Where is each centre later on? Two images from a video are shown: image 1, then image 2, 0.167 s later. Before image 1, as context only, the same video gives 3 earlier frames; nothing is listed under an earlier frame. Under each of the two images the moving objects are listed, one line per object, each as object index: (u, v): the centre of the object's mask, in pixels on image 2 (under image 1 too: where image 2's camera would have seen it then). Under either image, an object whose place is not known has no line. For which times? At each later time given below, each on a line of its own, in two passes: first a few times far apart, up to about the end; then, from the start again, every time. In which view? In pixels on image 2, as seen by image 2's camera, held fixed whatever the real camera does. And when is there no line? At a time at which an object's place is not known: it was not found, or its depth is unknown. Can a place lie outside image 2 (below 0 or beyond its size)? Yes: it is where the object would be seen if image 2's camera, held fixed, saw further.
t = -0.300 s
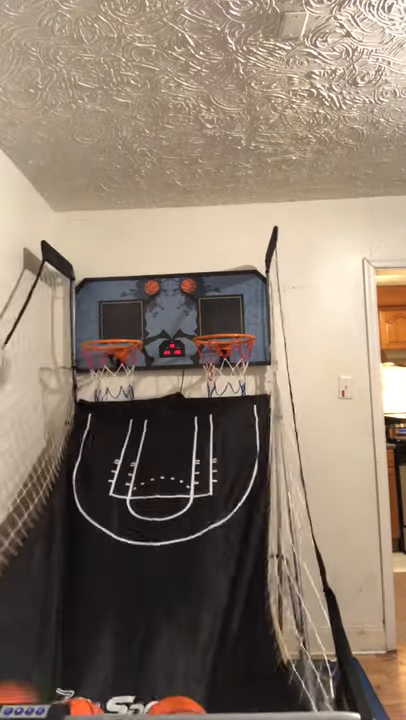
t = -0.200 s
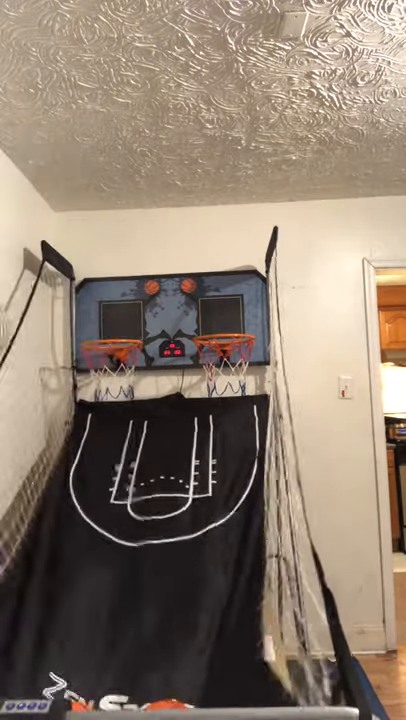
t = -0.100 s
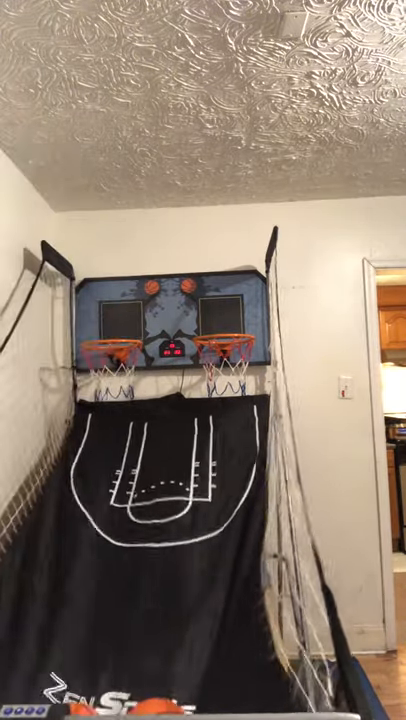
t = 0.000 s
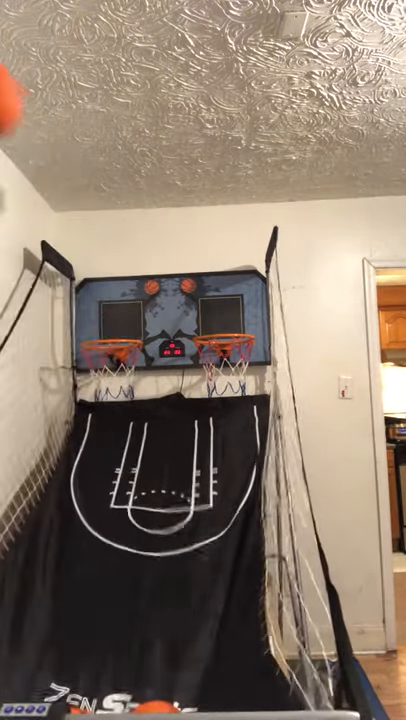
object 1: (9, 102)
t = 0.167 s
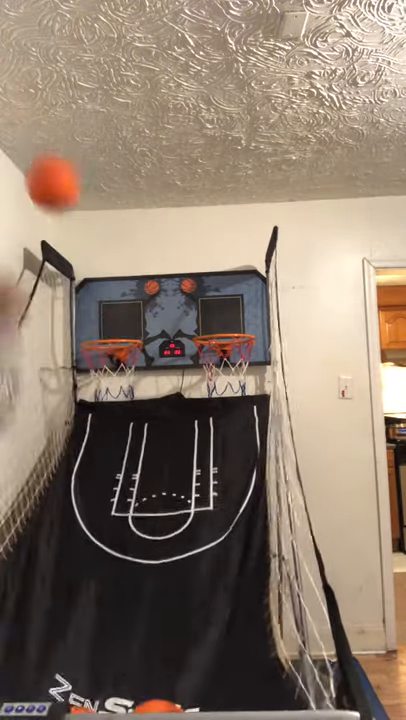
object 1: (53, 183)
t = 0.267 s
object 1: (77, 242)
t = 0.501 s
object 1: (117, 333)
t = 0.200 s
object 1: (61, 202)
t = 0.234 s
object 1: (69, 221)
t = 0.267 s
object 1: (77, 242)
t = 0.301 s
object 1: (84, 264)
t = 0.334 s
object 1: (90, 285)
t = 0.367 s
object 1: (97, 309)
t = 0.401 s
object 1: (102, 329)
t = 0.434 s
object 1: (105, 330)
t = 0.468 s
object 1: (109, 339)
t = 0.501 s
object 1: (117, 333)
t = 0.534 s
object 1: (122, 332)
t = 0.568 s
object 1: (119, 331)
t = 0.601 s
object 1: (117, 331)
